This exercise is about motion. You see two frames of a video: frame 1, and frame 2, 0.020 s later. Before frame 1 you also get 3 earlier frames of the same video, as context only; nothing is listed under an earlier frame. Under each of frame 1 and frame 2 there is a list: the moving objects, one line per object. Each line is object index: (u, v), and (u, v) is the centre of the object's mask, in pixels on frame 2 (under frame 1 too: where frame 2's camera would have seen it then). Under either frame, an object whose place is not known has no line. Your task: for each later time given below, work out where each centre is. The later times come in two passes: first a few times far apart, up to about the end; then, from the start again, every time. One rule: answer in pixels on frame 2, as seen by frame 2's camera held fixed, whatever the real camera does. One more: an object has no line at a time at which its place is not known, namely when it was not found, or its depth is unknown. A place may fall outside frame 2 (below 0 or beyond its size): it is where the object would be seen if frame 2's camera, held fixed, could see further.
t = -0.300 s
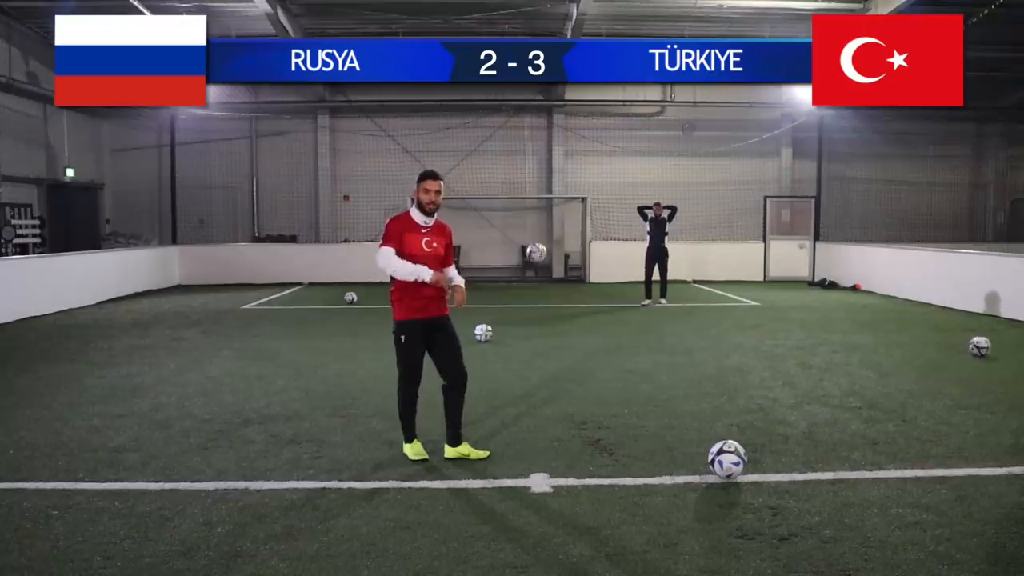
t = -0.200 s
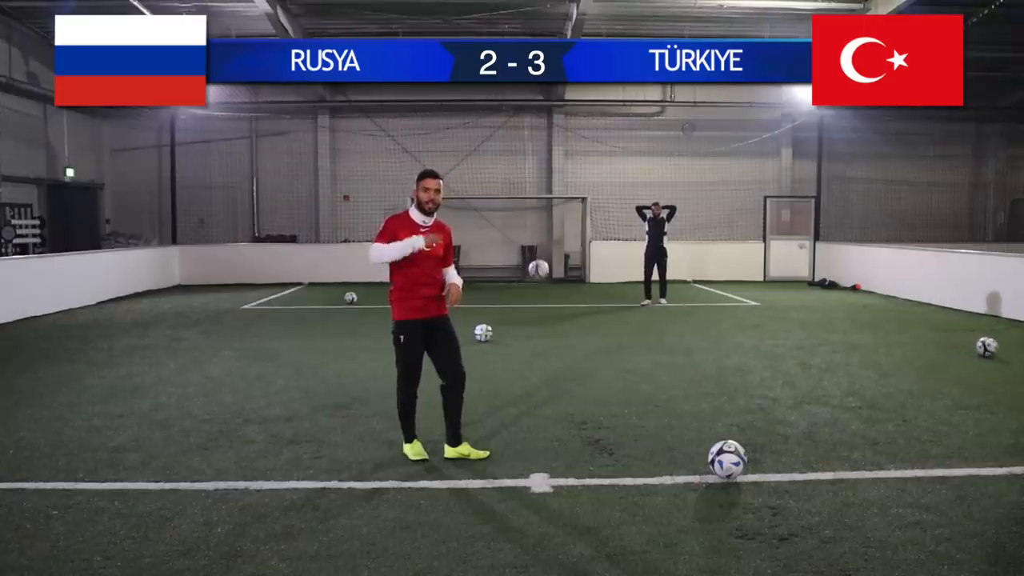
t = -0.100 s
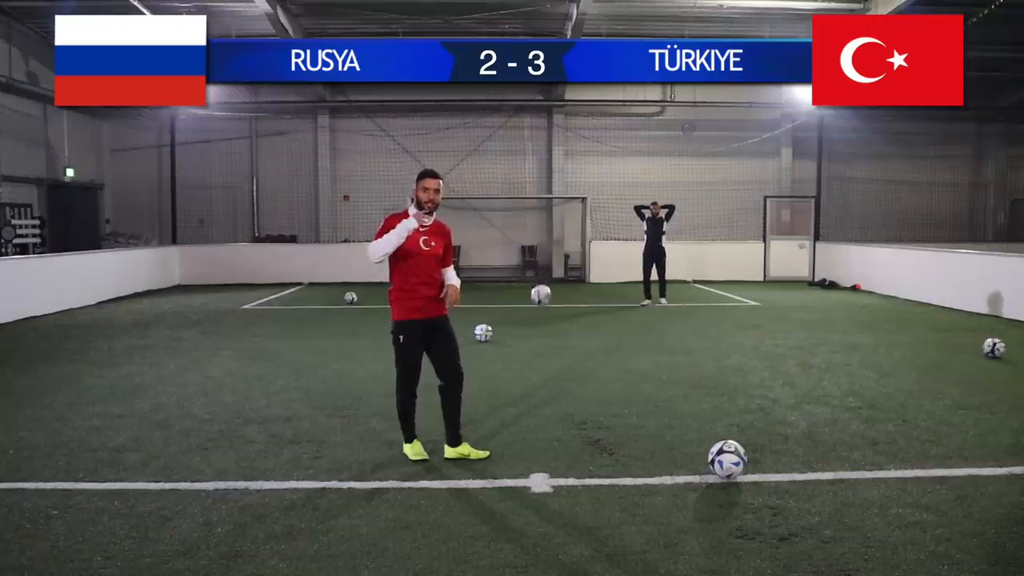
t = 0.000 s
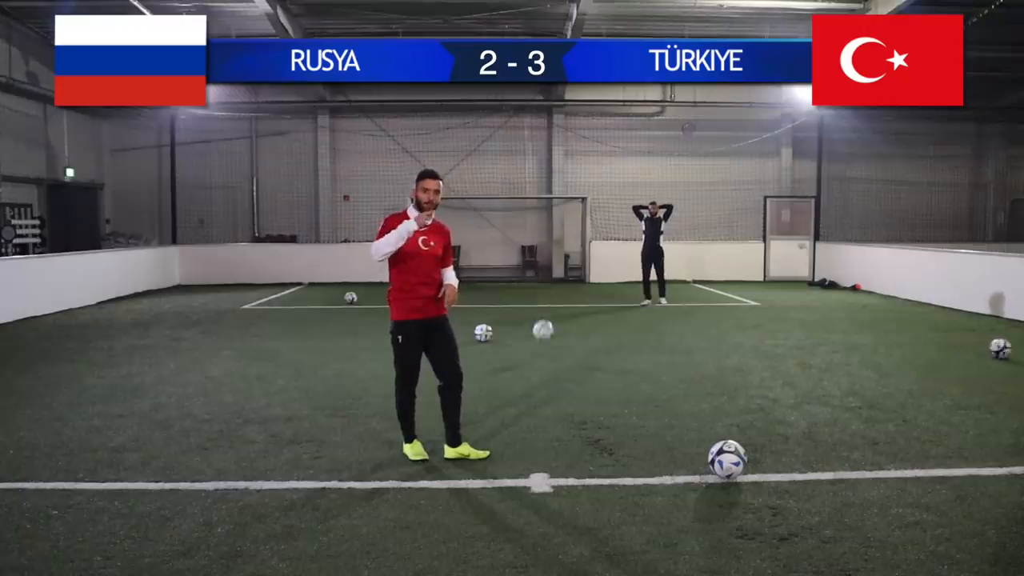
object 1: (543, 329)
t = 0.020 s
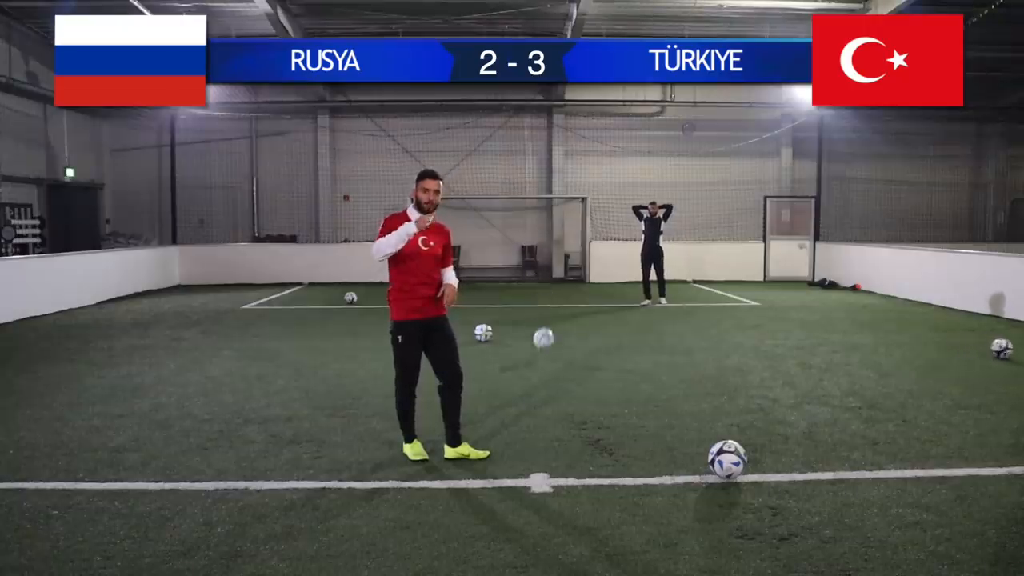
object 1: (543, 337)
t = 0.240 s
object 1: (549, 310)
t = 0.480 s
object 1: (555, 303)
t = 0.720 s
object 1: (562, 354)
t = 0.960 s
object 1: (568, 335)
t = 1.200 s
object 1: (575, 360)
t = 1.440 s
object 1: (583, 359)
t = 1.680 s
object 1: (591, 372)
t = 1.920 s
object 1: (598, 380)
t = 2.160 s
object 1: (605, 389)
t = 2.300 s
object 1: (610, 392)
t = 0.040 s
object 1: (543, 347)
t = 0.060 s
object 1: (544, 347)
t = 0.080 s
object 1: (545, 341)
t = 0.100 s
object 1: (545, 336)
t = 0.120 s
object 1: (546, 332)
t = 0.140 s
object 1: (547, 327)
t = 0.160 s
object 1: (547, 323)
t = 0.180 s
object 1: (548, 319)
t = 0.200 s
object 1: (548, 316)
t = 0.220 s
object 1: (549, 312)
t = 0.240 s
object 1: (549, 310)
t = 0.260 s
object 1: (550, 307)
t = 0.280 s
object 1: (550, 305)
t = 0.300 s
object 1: (551, 304)
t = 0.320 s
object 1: (551, 301)
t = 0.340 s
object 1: (551, 301)
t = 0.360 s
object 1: (552, 299)
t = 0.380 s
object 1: (553, 299)
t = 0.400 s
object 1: (553, 299)
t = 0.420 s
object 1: (554, 300)
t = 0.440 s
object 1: (554, 301)
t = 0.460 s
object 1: (555, 302)
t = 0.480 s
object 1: (555, 303)
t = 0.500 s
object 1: (556, 305)
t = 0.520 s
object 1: (556, 308)
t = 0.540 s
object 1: (557, 311)
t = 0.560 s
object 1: (557, 313)
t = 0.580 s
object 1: (557, 317)
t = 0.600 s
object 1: (558, 321)
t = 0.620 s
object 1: (559, 326)
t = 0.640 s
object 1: (560, 331)
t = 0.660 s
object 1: (560, 336)
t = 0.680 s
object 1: (560, 342)
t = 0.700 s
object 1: (561, 347)
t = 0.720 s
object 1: (562, 354)
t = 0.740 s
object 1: (562, 362)
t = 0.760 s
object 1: (563, 360)
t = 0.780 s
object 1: (563, 354)
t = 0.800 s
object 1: (564, 351)
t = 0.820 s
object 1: (565, 348)
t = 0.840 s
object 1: (565, 345)
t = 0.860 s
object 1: (566, 343)
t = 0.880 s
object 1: (566, 340)
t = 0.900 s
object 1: (567, 339)
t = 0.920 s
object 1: (567, 337)
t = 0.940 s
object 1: (568, 336)
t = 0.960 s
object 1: (568, 335)
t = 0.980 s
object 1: (569, 335)
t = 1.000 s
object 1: (570, 335)
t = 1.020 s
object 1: (570, 336)
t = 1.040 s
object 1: (571, 337)
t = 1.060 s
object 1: (571, 338)
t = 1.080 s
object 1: (572, 340)
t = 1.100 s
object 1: (572, 342)
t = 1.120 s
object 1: (573, 345)
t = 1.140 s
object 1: (573, 348)
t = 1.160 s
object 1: (574, 352)
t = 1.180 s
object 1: (574, 355)
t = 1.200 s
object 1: (575, 360)
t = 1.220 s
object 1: (575, 365)
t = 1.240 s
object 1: (576, 370)
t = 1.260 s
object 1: (577, 369)
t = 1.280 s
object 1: (577, 366)
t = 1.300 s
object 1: (578, 364)
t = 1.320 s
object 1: (579, 362)
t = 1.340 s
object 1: (580, 361)
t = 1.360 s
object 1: (581, 360)
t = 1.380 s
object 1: (581, 359)
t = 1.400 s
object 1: (581, 359)
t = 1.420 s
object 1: (582, 358)
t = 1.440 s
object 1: (583, 359)
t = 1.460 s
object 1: (584, 360)
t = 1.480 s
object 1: (585, 361)
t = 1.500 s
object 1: (585, 363)
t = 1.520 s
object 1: (586, 366)
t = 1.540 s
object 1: (587, 367)
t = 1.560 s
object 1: (587, 371)
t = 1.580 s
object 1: (588, 375)
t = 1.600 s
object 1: (589, 378)
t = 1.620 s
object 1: (589, 376)
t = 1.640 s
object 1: (590, 374)
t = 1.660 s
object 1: (591, 373)
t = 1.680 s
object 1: (591, 372)
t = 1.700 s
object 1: (592, 372)
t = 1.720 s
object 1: (592, 372)
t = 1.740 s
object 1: (593, 372)
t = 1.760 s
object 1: (594, 373)
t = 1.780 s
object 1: (594, 374)
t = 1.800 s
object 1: (595, 375)
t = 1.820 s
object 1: (595, 378)
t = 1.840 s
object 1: (596, 381)
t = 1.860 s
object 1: (596, 383)
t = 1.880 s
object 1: (597, 382)
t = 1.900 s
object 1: (598, 381)
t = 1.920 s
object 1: (598, 380)
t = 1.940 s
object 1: (599, 380)
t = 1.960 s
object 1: (599, 381)
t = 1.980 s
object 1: (600, 382)
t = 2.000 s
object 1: (600, 383)
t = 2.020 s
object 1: (601, 385)
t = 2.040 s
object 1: (602, 386)
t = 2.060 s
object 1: (602, 386)
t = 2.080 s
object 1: (603, 386)
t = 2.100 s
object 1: (603, 386)
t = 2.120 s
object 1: (604, 387)
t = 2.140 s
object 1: (605, 388)
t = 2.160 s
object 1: (605, 389)
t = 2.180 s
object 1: (606, 389)
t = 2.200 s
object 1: (606, 390)
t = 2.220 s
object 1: (608, 390)
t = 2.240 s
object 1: (608, 390)
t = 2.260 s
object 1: (609, 391)
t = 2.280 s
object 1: (610, 391)
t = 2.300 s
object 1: (610, 392)
